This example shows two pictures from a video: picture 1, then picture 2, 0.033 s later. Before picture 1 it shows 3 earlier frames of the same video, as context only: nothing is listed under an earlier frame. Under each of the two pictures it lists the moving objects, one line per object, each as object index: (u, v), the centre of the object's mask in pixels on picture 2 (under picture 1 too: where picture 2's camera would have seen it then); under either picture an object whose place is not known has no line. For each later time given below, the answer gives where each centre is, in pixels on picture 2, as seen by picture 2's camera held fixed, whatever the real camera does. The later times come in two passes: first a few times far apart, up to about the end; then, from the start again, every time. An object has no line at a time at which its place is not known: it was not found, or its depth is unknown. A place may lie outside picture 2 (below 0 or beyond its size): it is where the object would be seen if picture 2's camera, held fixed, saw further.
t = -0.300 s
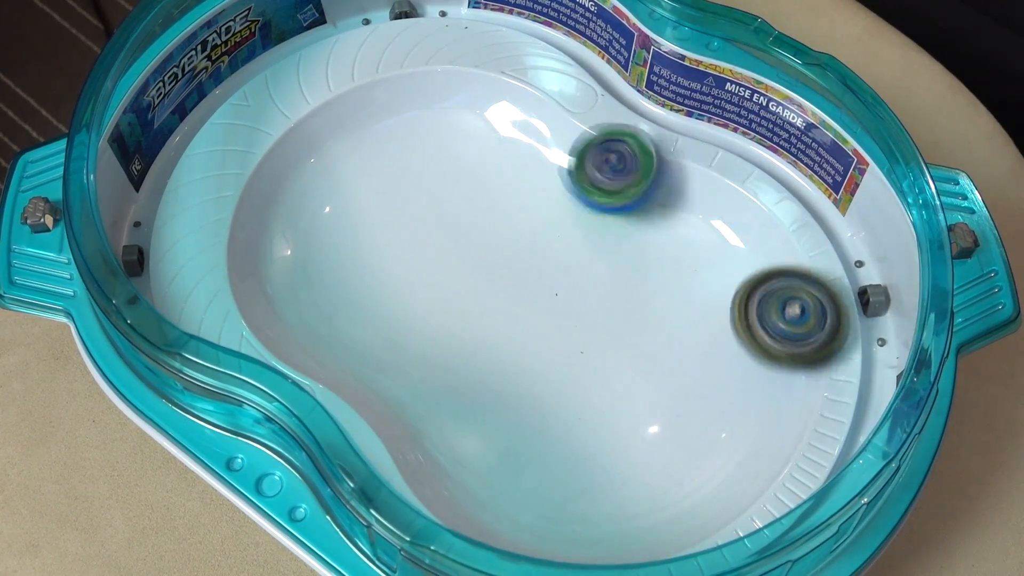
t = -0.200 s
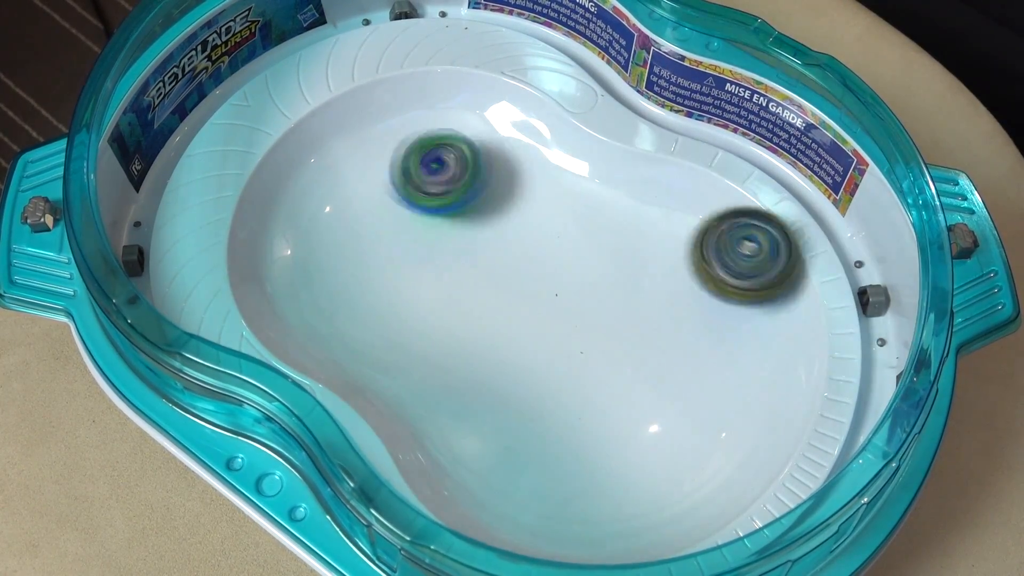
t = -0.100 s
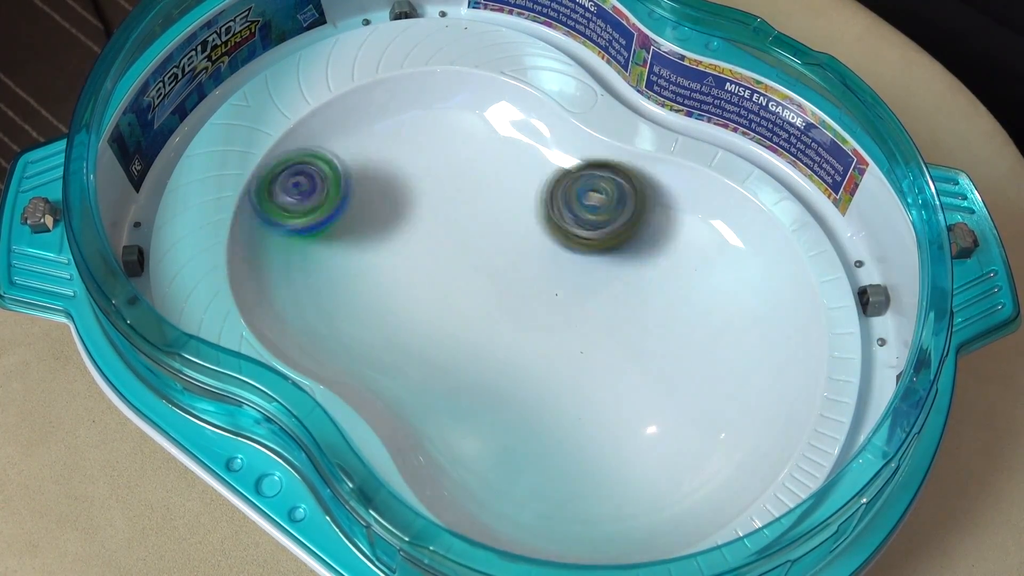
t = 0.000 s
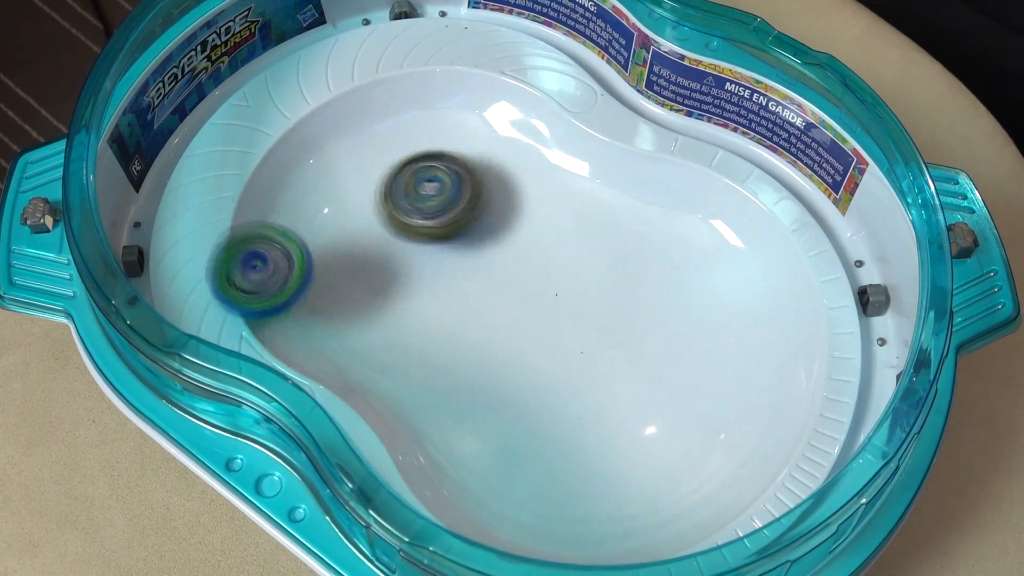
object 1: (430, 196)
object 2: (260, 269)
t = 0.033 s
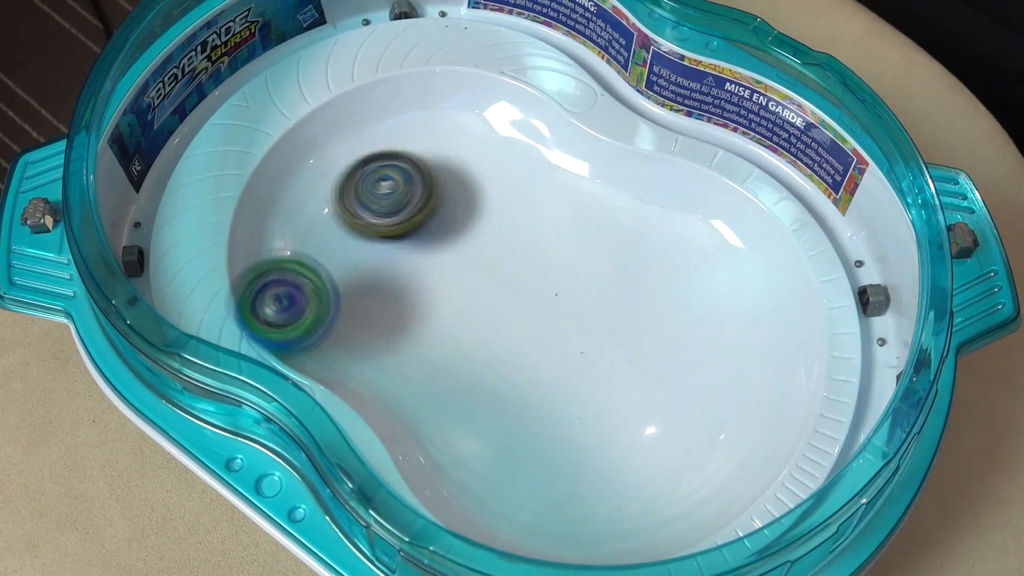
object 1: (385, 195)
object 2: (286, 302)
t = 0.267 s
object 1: (309, 307)
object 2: (698, 400)
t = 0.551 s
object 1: (713, 372)
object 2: (626, 198)
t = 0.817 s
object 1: (631, 193)
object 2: (295, 282)
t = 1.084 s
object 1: (307, 219)
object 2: (477, 312)
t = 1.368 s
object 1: (525, 407)
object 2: (650, 298)
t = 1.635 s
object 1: (746, 284)
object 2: (587, 306)
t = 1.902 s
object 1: (403, 174)
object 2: (591, 391)
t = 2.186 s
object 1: (368, 347)
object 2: (655, 363)
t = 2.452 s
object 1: (695, 426)
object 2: (587, 287)
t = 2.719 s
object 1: (629, 250)
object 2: (503, 287)
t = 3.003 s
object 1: (701, 280)
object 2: (261, 249)
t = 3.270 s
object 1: (700, 350)
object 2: (485, 150)
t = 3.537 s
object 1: (637, 415)
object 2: (406, 202)
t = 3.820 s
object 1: (537, 445)
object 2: (312, 227)
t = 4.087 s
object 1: (519, 402)
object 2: (446, 260)
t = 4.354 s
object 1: (579, 369)
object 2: (589, 265)
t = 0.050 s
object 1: (364, 196)
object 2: (303, 317)
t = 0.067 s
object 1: (346, 197)
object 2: (327, 329)
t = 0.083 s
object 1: (328, 201)
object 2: (354, 337)
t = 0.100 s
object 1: (311, 205)
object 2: (382, 345)
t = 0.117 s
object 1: (295, 210)
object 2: (415, 354)
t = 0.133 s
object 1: (283, 217)
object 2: (448, 363)
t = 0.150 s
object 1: (273, 226)
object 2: (480, 372)
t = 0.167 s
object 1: (267, 235)
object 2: (514, 382)
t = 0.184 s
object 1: (263, 247)
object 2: (548, 392)
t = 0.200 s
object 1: (264, 260)
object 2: (580, 399)
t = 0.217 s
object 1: (270, 272)
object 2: (611, 404)
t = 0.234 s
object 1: (279, 284)
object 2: (641, 406)
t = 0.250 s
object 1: (292, 296)
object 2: (671, 404)
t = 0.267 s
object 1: (309, 307)
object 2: (698, 400)
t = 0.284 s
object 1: (329, 316)
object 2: (725, 394)
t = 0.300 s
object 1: (351, 325)
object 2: (752, 381)
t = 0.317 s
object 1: (377, 333)
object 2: (770, 368)
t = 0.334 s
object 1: (404, 341)
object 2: (787, 353)
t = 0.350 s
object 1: (431, 348)
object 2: (797, 333)
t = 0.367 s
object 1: (459, 355)
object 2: (804, 314)
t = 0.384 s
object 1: (487, 362)
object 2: (805, 297)
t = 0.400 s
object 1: (513, 368)
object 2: (804, 279)
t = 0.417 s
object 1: (540, 375)
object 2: (798, 265)
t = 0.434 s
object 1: (566, 381)
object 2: (790, 252)
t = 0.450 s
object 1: (591, 385)
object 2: (776, 237)
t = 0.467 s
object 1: (614, 387)
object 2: (758, 227)
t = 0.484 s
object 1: (637, 388)
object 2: (740, 217)
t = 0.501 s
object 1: (658, 387)
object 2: (712, 208)
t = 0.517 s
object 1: (678, 383)
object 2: (683, 203)
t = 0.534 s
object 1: (697, 379)
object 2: (658, 200)
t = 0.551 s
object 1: (713, 372)
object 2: (626, 198)
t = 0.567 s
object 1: (726, 365)
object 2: (598, 200)
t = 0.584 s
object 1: (739, 356)
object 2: (570, 202)
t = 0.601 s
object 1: (751, 345)
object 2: (541, 206)
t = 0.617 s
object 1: (758, 333)
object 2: (514, 211)
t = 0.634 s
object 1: (763, 320)
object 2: (488, 215)
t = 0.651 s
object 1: (763, 306)
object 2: (463, 220)
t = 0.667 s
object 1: (761, 294)
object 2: (439, 226)
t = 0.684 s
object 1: (757, 281)
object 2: (416, 230)
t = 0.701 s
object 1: (751, 268)
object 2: (395, 237)
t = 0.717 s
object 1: (742, 254)
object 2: (377, 243)
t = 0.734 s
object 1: (729, 240)
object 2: (358, 249)
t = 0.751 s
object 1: (714, 228)
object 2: (340, 256)
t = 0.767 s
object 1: (695, 216)
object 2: (326, 263)
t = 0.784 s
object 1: (677, 207)
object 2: (312, 268)
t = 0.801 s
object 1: (654, 199)
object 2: (301, 276)
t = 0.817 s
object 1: (631, 193)
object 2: (295, 282)
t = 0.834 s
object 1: (604, 189)
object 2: (289, 289)
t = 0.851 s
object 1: (577, 187)
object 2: (288, 297)
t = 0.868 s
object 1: (553, 186)
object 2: (289, 301)
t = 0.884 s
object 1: (527, 186)
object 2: (292, 306)
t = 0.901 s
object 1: (503, 184)
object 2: (300, 310)
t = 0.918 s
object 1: (476, 184)
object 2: (308, 315)
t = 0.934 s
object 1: (452, 183)
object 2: (320, 316)
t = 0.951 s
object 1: (430, 184)
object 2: (335, 319)
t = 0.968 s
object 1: (411, 185)
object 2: (350, 319)
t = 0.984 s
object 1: (392, 185)
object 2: (369, 319)
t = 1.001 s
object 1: (374, 187)
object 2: (386, 319)
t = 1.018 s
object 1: (357, 191)
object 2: (403, 318)
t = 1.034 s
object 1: (342, 196)
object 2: (423, 317)
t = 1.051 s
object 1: (329, 203)
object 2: (442, 315)
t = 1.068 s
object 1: (317, 211)
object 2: (461, 314)
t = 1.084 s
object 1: (307, 219)
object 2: (477, 312)
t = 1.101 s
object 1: (297, 230)
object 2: (495, 310)
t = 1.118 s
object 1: (290, 243)
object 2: (512, 308)
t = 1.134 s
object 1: (286, 257)
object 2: (528, 306)
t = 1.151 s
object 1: (286, 270)
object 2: (543, 304)
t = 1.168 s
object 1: (289, 283)
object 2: (555, 302)
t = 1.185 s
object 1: (295, 296)
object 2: (570, 301)
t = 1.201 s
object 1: (304, 309)
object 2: (583, 299)
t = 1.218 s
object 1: (319, 320)
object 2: (594, 299)
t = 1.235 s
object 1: (335, 332)
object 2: (605, 298)
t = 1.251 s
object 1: (354, 340)
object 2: (614, 297)
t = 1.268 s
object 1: (373, 350)
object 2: (623, 297)
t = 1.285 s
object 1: (398, 359)
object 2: (630, 297)
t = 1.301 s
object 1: (422, 370)
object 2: (637, 298)
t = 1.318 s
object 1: (449, 378)
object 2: (642, 298)
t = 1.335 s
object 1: (475, 387)
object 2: (645, 298)
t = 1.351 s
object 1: (499, 397)
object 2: (649, 298)
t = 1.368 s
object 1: (525, 407)
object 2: (650, 298)
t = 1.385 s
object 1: (551, 415)
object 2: (651, 298)
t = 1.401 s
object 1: (575, 420)
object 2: (649, 297)
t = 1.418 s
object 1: (598, 424)
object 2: (648, 296)
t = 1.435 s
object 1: (618, 426)
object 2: (645, 295)
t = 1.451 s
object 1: (639, 425)
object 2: (641, 294)
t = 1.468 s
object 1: (659, 420)
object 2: (639, 292)
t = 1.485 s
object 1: (675, 414)
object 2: (632, 292)
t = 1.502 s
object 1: (690, 407)
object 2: (628, 292)
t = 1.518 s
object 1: (705, 397)
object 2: (621, 291)
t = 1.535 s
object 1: (719, 384)
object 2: (616, 293)
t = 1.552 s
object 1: (728, 370)
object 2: (610, 294)
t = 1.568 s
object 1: (737, 356)
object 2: (604, 296)
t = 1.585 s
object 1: (743, 339)
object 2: (600, 297)
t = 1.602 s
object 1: (748, 320)
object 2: (594, 300)
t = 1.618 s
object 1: (748, 302)
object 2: (591, 303)
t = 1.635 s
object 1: (746, 284)
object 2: (587, 306)
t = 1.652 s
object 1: (742, 265)
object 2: (585, 310)
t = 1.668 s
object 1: (730, 245)
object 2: (582, 314)
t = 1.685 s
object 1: (718, 228)
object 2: (581, 319)
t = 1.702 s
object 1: (701, 212)
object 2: (579, 323)
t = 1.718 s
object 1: (684, 198)
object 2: (577, 328)
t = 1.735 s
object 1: (661, 186)
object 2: (577, 333)
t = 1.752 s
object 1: (638, 180)
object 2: (575, 339)
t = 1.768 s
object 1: (614, 175)
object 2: (576, 345)
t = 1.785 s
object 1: (588, 172)
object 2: (576, 351)
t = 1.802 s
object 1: (560, 171)
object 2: (576, 359)
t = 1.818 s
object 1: (532, 171)
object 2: (577, 364)
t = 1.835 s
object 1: (506, 171)
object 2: (578, 371)
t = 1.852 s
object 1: (477, 171)
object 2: (581, 376)
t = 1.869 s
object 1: (450, 172)
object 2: (582, 381)
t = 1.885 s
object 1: (426, 173)
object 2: (588, 387)
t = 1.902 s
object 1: (403, 174)
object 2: (591, 391)
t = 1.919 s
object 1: (381, 176)
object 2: (597, 395)
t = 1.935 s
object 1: (361, 181)
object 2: (602, 397)
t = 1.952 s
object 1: (344, 184)
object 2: (607, 400)
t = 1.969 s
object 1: (326, 191)
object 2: (614, 401)
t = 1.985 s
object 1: (309, 199)
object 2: (619, 402)
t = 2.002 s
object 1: (296, 209)
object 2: (625, 402)
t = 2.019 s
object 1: (286, 219)
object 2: (630, 401)
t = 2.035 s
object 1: (278, 232)
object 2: (636, 399)
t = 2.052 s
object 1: (273, 246)
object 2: (639, 397)
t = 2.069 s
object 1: (272, 260)
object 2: (644, 395)
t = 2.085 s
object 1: (273, 275)
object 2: (648, 390)
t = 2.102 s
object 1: (281, 289)
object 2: (651, 387)
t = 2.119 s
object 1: (291, 303)
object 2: (653, 382)
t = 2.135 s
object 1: (306, 315)
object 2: (654, 378)
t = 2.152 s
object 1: (323, 327)
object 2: (656, 373)
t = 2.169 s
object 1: (345, 337)
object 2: (655, 369)
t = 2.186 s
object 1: (368, 347)
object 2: (655, 363)
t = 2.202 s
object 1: (393, 357)
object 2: (652, 358)
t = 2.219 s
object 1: (420, 367)
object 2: (652, 353)
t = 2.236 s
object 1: (446, 375)
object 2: (648, 348)
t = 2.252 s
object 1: (472, 384)
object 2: (645, 344)
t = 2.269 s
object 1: (500, 394)
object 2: (641, 339)
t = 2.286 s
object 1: (527, 402)
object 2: (636, 336)
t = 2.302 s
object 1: (554, 409)
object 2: (630, 331)
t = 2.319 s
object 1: (577, 417)
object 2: (626, 328)
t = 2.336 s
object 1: (597, 426)
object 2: (622, 319)
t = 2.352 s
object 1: (614, 432)
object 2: (619, 311)
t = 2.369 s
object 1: (630, 439)
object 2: (616, 305)
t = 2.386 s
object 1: (647, 441)
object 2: (612, 300)
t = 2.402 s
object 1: (660, 439)
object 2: (607, 296)
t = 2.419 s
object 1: (673, 438)
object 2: (601, 292)
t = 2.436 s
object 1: (686, 434)
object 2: (593, 290)
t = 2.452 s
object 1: (695, 426)
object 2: (587, 287)
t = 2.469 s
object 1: (705, 419)
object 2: (579, 286)
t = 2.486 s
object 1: (714, 408)
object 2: (573, 284)
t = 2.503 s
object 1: (719, 395)
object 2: (565, 281)
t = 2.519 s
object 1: (726, 382)
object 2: (559, 281)
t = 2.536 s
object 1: (727, 366)
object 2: (552, 279)
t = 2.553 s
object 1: (727, 352)
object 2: (547, 279)
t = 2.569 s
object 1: (727, 338)
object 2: (541, 278)
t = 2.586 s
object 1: (722, 323)
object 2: (536, 278)
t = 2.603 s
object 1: (715, 310)
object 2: (530, 278)
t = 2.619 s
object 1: (709, 297)
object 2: (527, 279)
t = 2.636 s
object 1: (698, 285)
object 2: (522, 280)
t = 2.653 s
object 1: (687, 276)
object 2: (518, 281)
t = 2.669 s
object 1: (676, 266)
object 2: (514, 282)
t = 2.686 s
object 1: (659, 259)
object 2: (510, 284)
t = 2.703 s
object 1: (645, 254)
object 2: (508, 285)
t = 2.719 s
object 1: (629, 250)
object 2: (503, 287)
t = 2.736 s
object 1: (612, 248)
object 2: (502, 289)
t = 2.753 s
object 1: (596, 248)
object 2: (498, 291)
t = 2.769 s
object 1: (594, 247)
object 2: (480, 294)
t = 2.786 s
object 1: (608, 245)
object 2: (447, 295)
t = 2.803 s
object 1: (621, 244)
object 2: (415, 295)
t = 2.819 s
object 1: (634, 246)
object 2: (385, 294)
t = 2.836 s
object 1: (648, 246)
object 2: (357, 294)
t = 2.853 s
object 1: (659, 249)
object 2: (329, 293)
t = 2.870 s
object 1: (668, 250)
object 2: (308, 288)
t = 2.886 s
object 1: (676, 255)
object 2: (288, 287)
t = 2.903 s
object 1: (683, 258)
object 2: (274, 279)
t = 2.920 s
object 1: (687, 263)
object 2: (264, 272)
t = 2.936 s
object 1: (692, 265)
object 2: (257, 264)
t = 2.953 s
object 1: (695, 270)
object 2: (253, 259)
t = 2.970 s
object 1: (698, 273)
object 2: (253, 254)
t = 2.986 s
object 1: (699, 277)
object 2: (254, 250)
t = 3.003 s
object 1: (701, 280)
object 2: (261, 249)
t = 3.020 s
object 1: (701, 285)
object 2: (270, 243)
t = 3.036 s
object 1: (703, 288)
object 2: (280, 243)
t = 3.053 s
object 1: (702, 292)
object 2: (296, 239)
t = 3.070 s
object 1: (703, 296)
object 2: (311, 235)
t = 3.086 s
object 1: (702, 301)
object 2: (329, 231)
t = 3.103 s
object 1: (703, 304)
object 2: (346, 223)
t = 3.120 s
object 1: (701, 309)
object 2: (362, 221)
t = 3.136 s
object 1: (702, 313)
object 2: (381, 212)
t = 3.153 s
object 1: (701, 318)
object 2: (397, 207)
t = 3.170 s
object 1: (702, 322)
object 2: (413, 200)
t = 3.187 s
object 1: (700, 327)
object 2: (432, 191)
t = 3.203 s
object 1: (701, 332)
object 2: (442, 184)
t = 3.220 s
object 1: (700, 337)
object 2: (455, 176)
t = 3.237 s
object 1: (701, 341)
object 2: (467, 167)
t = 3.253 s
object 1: (699, 346)
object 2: (476, 158)
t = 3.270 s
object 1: (700, 350)
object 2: (485, 150)
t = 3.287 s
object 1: (698, 356)
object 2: (494, 140)
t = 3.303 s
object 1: (698, 359)
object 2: (494, 137)
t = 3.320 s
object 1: (695, 365)
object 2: (497, 134)
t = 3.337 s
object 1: (694, 368)
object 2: (498, 133)
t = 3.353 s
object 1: (691, 374)
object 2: (497, 136)
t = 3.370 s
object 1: (689, 377)
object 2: (494, 140)
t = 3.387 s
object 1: (684, 382)
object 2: (490, 145)
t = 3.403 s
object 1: (680, 385)
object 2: (483, 153)
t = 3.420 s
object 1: (675, 390)
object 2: (476, 162)
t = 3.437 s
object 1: (671, 393)
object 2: (466, 169)
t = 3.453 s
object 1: (665, 398)
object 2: (456, 177)
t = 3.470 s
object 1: (660, 401)
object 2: (447, 185)
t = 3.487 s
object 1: (654, 406)
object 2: (437, 188)
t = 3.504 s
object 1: (649, 408)
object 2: (425, 193)
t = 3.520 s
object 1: (642, 413)
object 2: (416, 199)
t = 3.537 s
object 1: (637, 415)
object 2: (406, 202)
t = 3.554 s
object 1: (631, 419)
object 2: (396, 203)
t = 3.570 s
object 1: (624, 422)
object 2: (386, 206)
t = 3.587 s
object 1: (618, 425)
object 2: (376, 208)
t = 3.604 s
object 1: (611, 426)
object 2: (366, 207)
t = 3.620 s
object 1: (605, 430)
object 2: (357, 207)
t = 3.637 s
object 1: (598, 432)
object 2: (349, 207)
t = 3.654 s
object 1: (592, 435)
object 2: (339, 204)
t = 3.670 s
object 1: (585, 437)
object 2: (333, 204)
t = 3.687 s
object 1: (579, 440)
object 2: (328, 206)
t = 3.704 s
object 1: (572, 440)
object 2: (322, 206)
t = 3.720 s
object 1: (566, 442)
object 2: (317, 208)
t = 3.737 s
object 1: (559, 443)
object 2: (313, 211)
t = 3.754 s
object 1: (555, 444)
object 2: (311, 213)
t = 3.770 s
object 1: (549, 445)
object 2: (310, 217)
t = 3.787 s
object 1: (545, 445)
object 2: (309, 221)
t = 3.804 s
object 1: (540, 445)
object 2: (309, 224)
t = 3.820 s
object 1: (537, 445)
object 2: (312, 227)
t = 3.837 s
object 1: (533, 445)
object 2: (316, 232)
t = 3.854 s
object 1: (531, 444)
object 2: (321, 237)
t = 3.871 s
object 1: (528, 444)
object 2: (325, 241)
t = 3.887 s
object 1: (526, 442)
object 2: (331, 243)
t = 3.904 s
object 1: (524, 441)
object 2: (339, 245)
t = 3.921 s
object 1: (522, 439)
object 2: (347, 248)
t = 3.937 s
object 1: (520, 437)
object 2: (357, 251)
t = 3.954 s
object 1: (520, 434)
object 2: (365, 252)
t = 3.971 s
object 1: (519, 432)
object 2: (374, 252)
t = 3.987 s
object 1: (518, 428)
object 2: (385, 253)
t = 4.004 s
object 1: (519, 425)
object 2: (395, 254)
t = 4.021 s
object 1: (518, 420)
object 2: (405, 255)
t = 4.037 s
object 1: (519, 416)
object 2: (416, 256)
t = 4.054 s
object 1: (518, 411)
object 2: (427, 257)
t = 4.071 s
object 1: (520, 407)
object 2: (436, 258)
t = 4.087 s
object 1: (519, 402)
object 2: (446, 260)
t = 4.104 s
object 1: (521, 399)
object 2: (456, 260)
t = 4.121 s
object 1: (520, 394)
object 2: (467, 261)
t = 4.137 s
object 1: (522, 390)
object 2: (478, 264)
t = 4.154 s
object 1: (524, 386)
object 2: (487, 267)
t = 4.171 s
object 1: (528, 380)
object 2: (496, 268)
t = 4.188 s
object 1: (531, 375)
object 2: (507, 269)
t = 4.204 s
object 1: (535, 371)
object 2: (518, 271)
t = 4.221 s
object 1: (540, 371)
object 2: (526, 269)
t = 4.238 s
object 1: (545, 370)
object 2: (535, 266)
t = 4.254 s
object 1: (551, 370)
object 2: (545, 264)
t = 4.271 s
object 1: (555, 367)
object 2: (555, 264)
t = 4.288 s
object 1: (561, 366)
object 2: (562, 266)
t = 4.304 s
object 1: (564, 365)
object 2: (568, 266)
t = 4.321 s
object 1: (570, 366)
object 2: (573, 264)
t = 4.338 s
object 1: (573, 368)
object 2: (581, 263)
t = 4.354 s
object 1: (579, 369)
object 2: (589, 265)
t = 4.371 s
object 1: (583, 371)
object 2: (596, 268)
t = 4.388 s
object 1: (585, 372)
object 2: (600, 272)
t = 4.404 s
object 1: (588, 379)
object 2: (606, 272)
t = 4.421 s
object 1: (590, 382)
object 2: (613, 273)
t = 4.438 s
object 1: (594, 387)
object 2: (621, 278)
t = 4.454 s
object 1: (597, 389)
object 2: (627, 285)
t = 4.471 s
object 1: (602, 391)
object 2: (632, 291)
